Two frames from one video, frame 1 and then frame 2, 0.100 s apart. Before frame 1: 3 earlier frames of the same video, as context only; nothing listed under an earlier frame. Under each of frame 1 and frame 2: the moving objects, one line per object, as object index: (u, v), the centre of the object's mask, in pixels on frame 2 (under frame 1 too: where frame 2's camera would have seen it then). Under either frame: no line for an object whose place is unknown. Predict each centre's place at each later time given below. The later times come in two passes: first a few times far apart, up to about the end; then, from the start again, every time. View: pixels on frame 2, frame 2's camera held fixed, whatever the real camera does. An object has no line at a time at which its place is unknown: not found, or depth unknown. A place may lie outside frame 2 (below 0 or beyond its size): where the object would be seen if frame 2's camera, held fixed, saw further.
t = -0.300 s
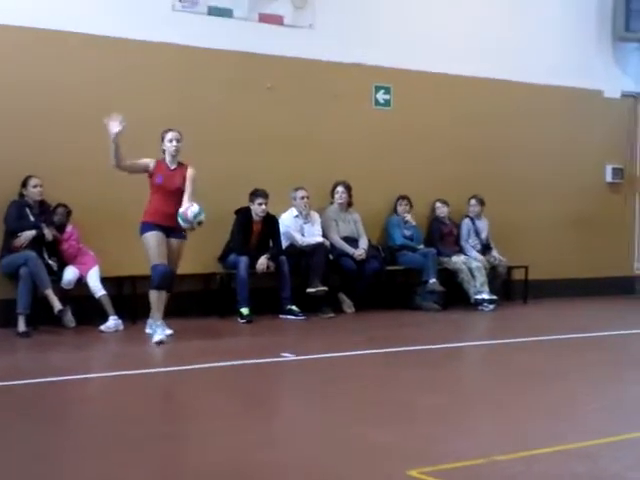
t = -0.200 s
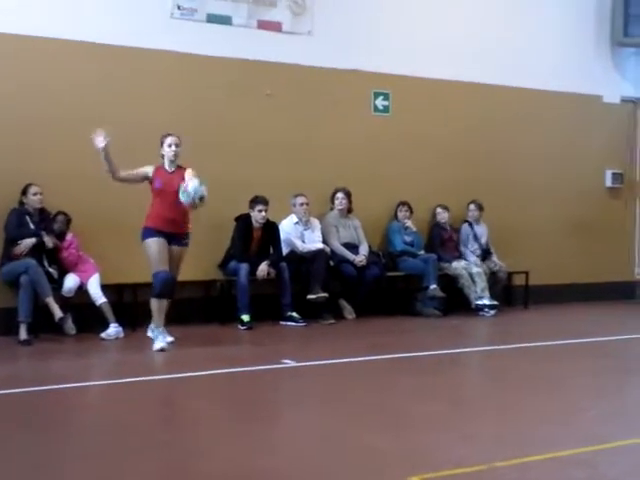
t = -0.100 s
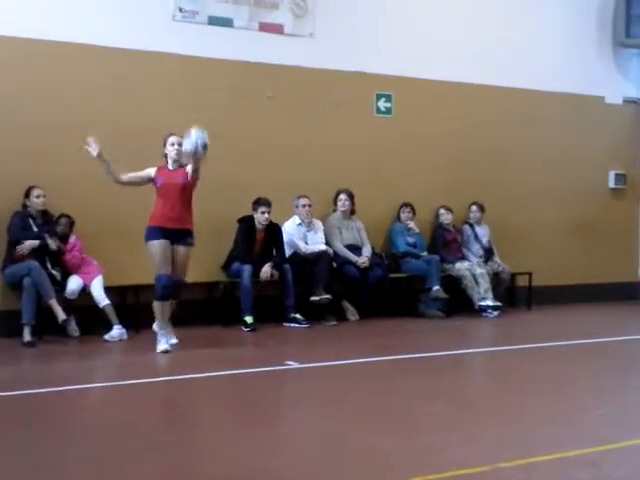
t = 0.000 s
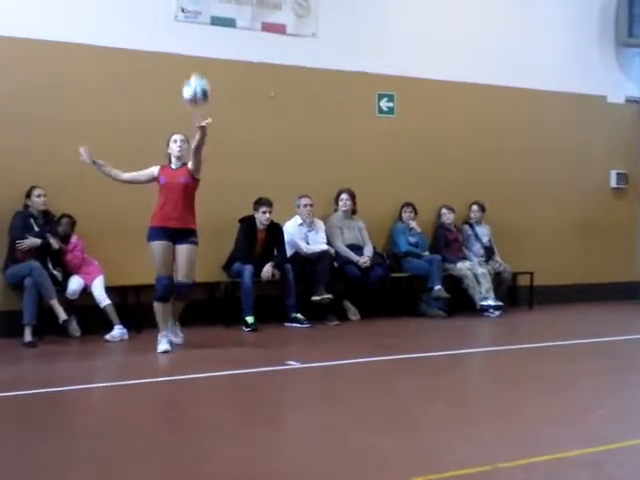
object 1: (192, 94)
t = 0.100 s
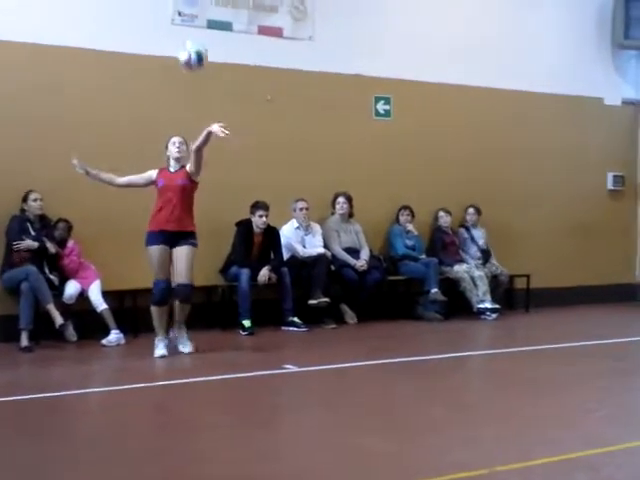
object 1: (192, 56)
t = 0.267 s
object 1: (190, 16)
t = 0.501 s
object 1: (186, 25)
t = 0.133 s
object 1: (192, 45)
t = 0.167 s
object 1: (191, 34)
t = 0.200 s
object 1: (190, 27)
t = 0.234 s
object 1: (191, 21)
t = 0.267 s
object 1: (190, 16)
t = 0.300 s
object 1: (189, 13)
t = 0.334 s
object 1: (190, 12)
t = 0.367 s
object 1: (189, 12)
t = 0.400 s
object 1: (187, 12)
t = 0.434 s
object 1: (187, 15)
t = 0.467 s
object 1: (187, 19)
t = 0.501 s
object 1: (186, 25)
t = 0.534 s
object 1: (186, 31)
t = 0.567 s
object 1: (186, 41)
